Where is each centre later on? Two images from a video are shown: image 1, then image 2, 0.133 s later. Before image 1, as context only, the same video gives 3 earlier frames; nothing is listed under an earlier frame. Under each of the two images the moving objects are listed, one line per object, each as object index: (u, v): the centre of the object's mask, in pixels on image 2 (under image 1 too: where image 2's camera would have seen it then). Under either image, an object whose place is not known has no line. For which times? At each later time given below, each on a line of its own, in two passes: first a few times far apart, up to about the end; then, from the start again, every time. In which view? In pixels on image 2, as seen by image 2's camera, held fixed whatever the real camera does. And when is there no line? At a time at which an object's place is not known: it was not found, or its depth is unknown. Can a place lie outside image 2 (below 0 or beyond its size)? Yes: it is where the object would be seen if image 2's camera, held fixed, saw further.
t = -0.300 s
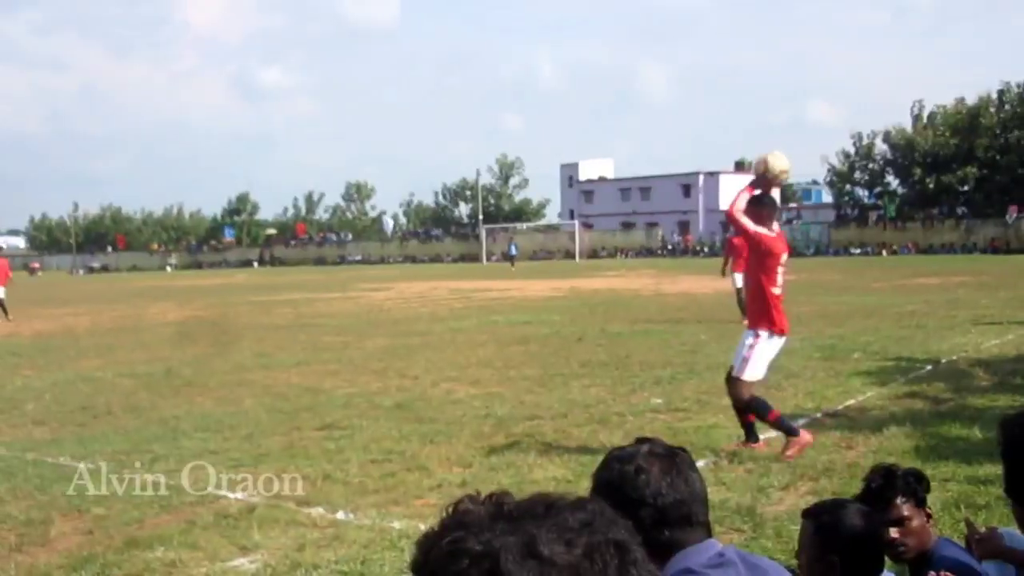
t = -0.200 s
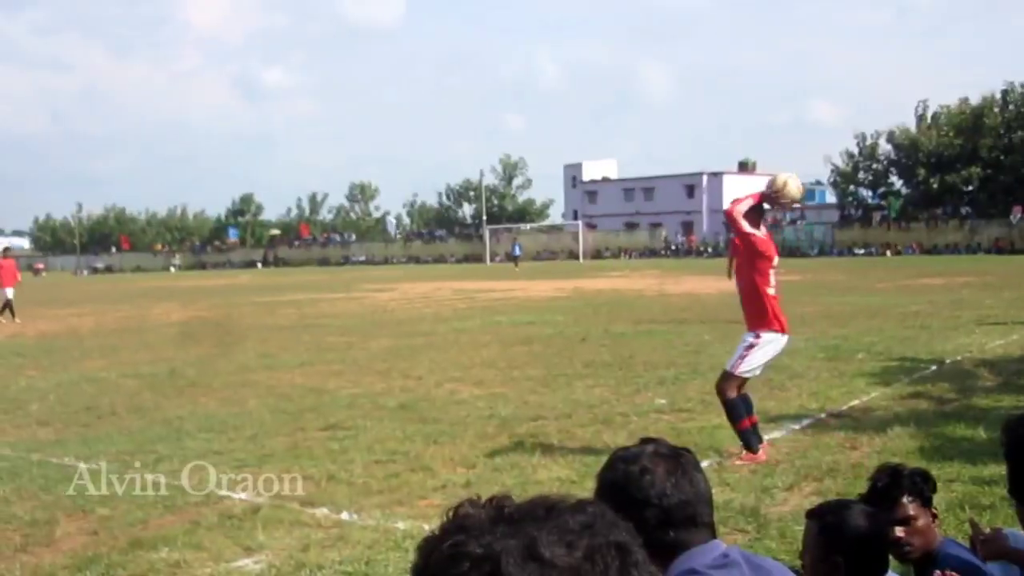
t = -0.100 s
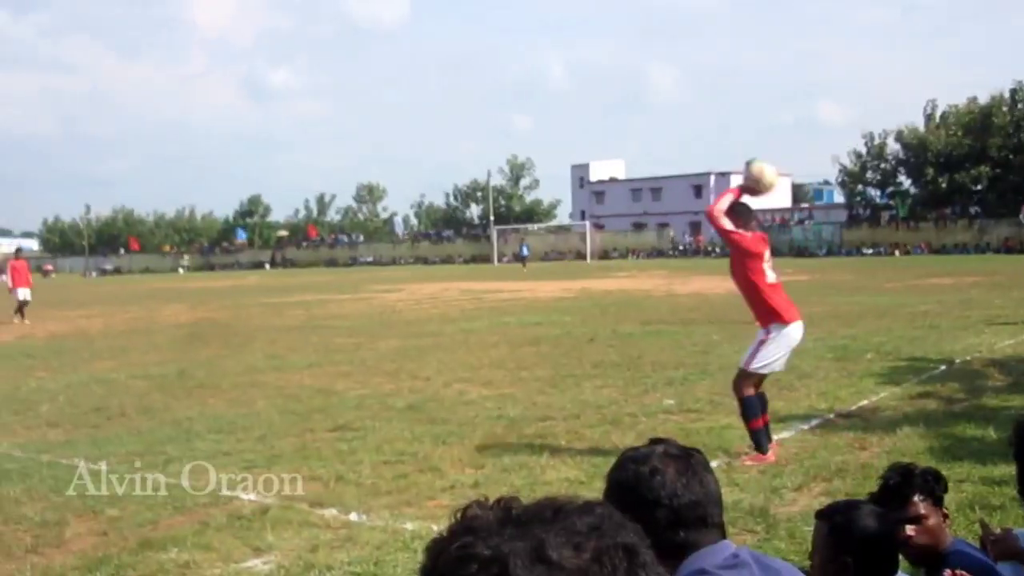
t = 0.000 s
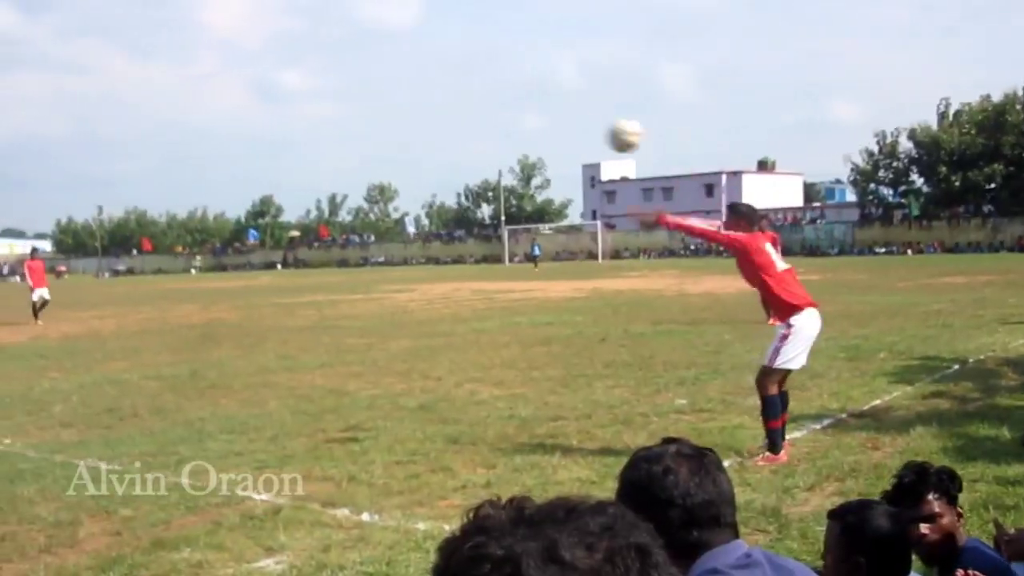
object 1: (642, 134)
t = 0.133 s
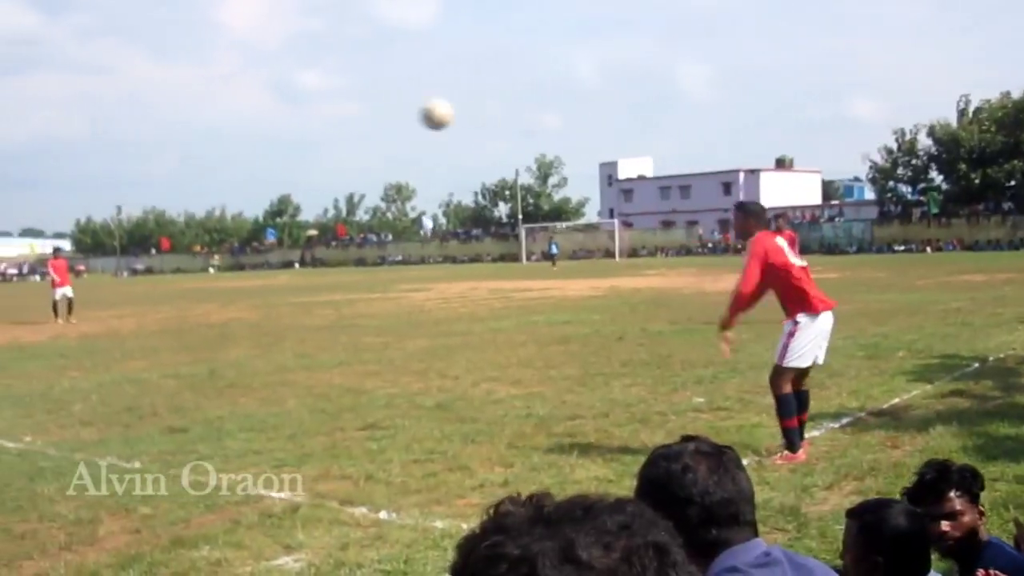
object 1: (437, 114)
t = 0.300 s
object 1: (216, 127)
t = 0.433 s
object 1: (61, 160)
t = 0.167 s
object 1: (390, 114)
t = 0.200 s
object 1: (344, 115)
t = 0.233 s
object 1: (300, 118)
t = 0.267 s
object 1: (257, 122)
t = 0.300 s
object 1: (216, 127)
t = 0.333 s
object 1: (175, 134)
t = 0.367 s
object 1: (135, 141)
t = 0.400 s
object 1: (97, 150)
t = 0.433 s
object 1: (61, 160)
